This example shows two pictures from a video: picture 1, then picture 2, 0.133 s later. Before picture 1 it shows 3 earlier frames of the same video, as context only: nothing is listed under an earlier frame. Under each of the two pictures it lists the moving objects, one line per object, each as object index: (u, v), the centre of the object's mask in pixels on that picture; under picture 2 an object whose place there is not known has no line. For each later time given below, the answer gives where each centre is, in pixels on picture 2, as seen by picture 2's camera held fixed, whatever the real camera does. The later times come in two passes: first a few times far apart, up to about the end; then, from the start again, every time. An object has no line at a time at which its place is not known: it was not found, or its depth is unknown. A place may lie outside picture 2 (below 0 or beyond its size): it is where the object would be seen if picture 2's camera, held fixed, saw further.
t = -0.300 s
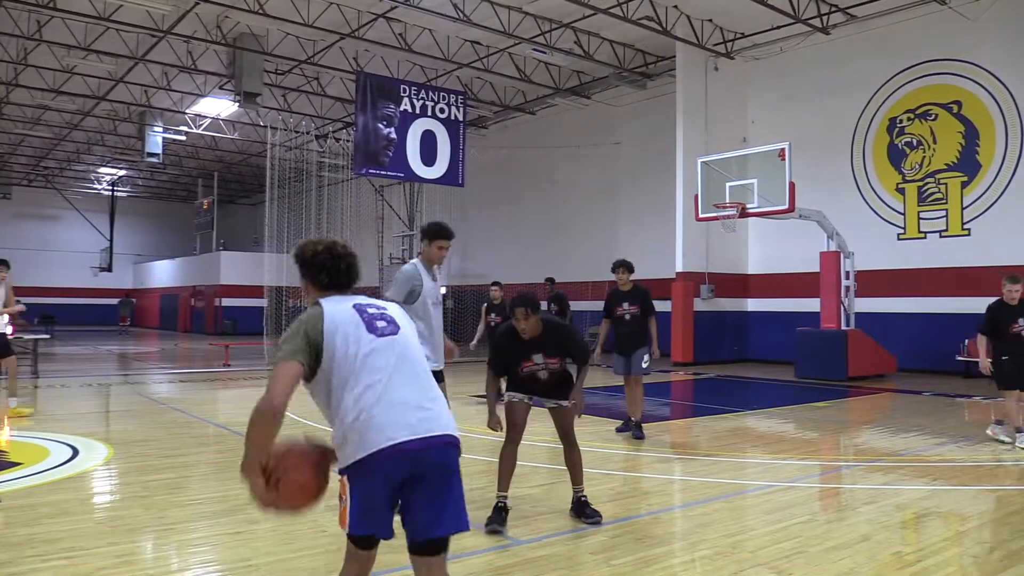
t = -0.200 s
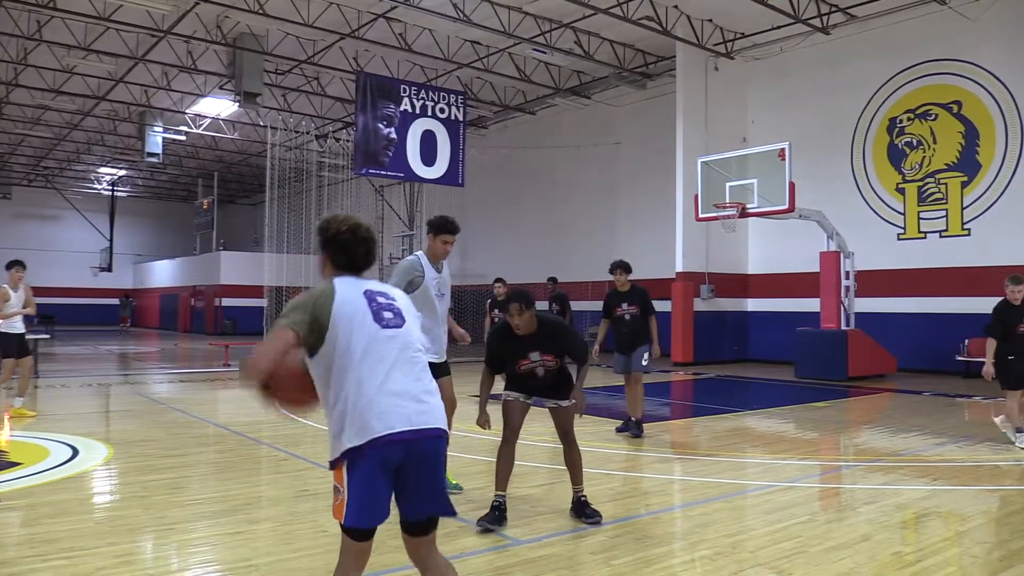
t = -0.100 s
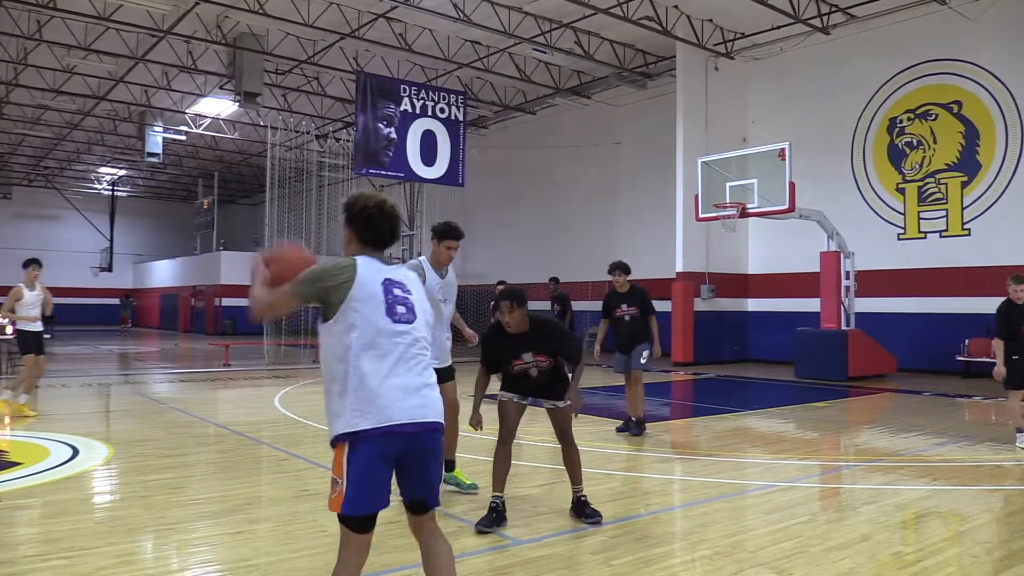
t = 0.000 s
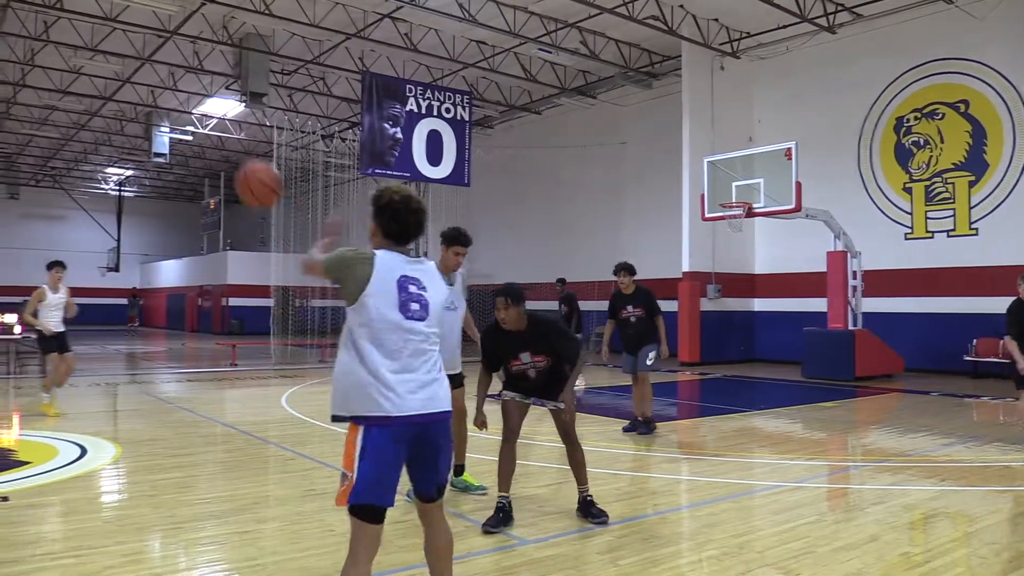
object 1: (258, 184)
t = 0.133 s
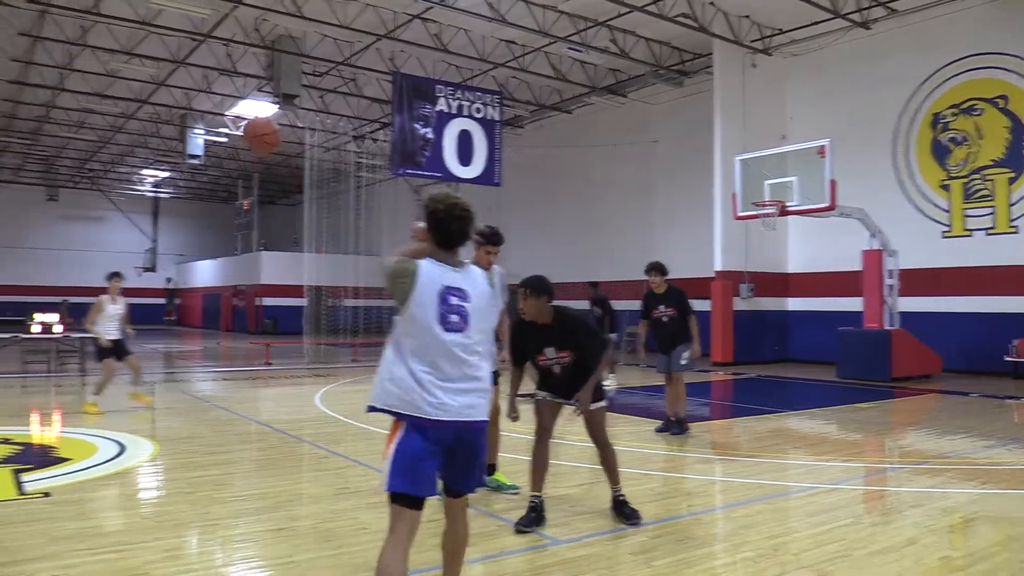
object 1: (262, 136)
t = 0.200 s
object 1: (253, 125)
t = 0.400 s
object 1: (232, 134)
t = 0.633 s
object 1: (214, 182)
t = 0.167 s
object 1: (257, 129)
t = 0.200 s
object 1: (253, 125)
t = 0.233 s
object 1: (249, 124)
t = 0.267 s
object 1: (246, 124)
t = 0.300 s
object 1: (242, 125)
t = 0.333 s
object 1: (239, 127)
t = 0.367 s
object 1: (236, 130)
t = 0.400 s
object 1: (232, 134)
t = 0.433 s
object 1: (229, 139)
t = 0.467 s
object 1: (225, 144)
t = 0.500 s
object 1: (225, 153)
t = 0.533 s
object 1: (221, 158)
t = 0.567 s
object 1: (219, 165)
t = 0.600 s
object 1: (217, 174)
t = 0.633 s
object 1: (214, 182)
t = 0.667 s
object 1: (212, 192)
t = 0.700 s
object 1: (210, 201)
